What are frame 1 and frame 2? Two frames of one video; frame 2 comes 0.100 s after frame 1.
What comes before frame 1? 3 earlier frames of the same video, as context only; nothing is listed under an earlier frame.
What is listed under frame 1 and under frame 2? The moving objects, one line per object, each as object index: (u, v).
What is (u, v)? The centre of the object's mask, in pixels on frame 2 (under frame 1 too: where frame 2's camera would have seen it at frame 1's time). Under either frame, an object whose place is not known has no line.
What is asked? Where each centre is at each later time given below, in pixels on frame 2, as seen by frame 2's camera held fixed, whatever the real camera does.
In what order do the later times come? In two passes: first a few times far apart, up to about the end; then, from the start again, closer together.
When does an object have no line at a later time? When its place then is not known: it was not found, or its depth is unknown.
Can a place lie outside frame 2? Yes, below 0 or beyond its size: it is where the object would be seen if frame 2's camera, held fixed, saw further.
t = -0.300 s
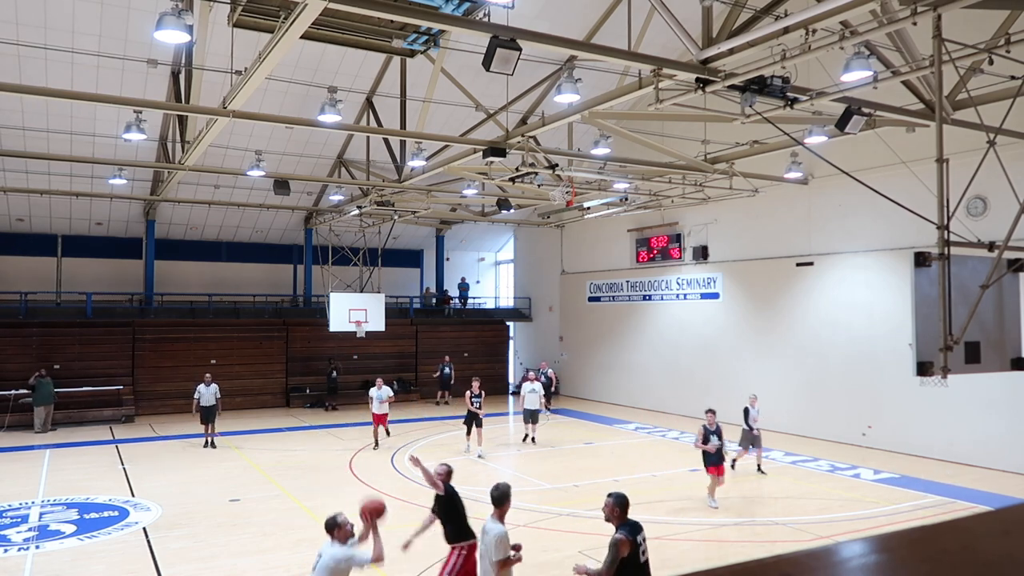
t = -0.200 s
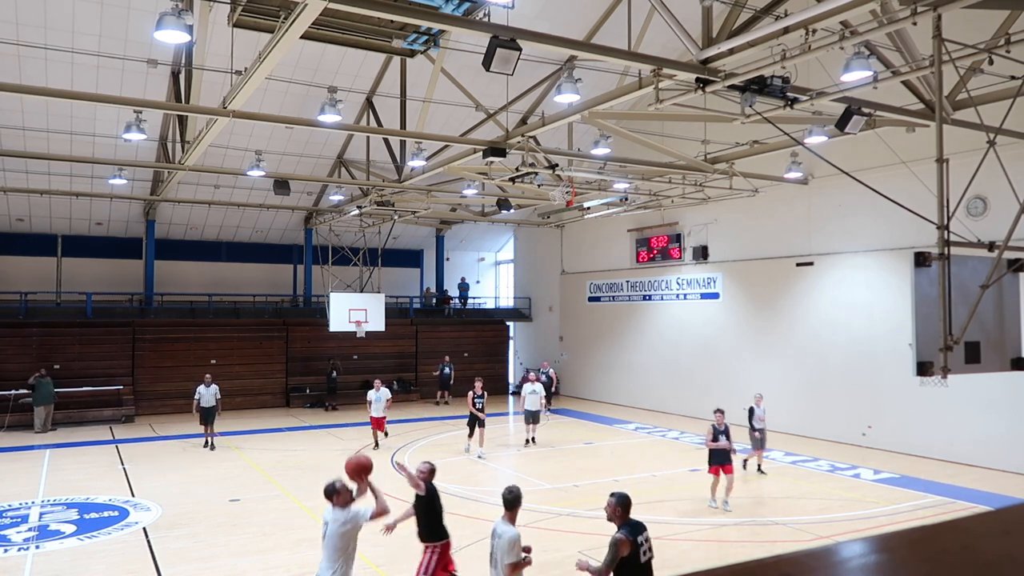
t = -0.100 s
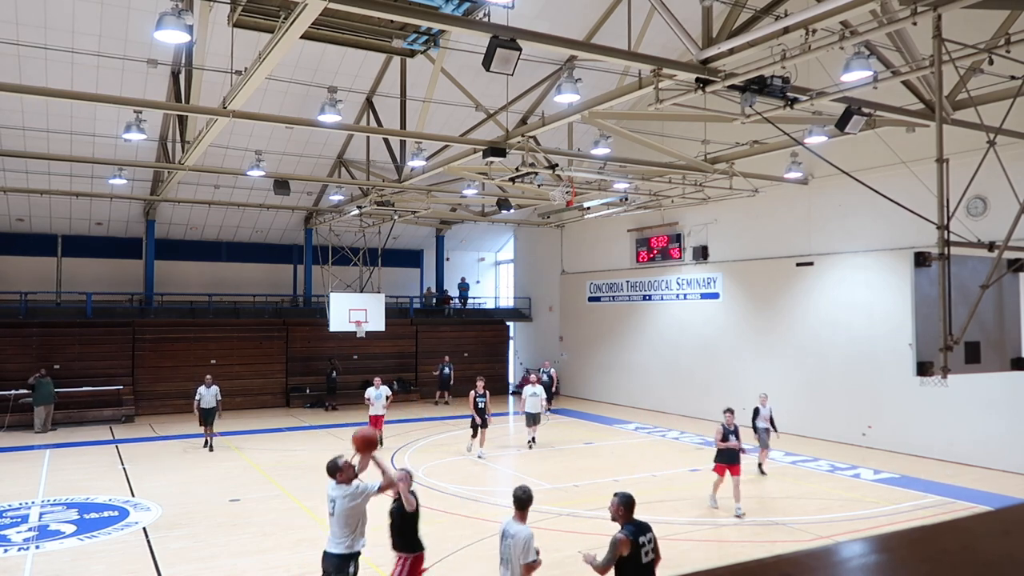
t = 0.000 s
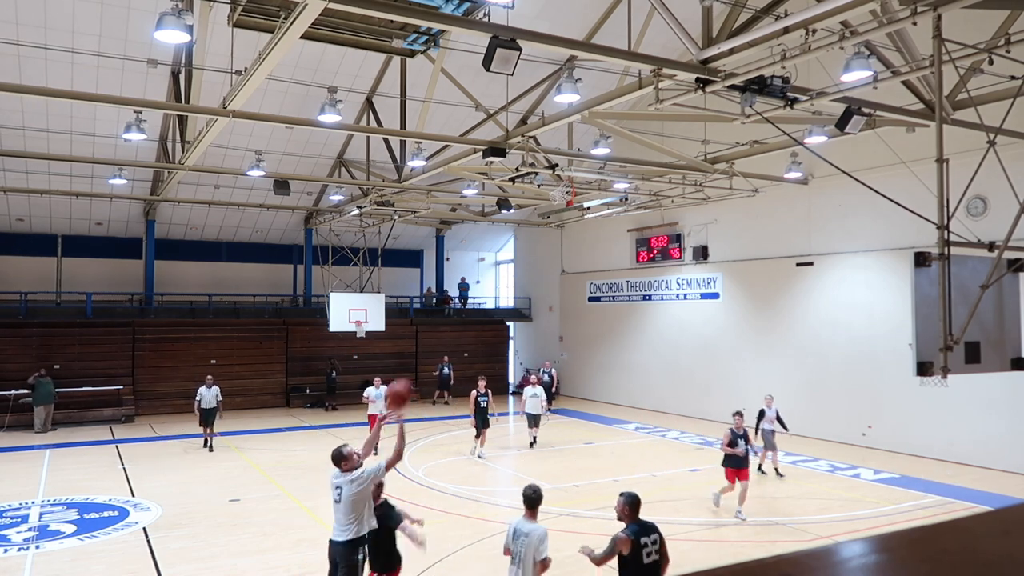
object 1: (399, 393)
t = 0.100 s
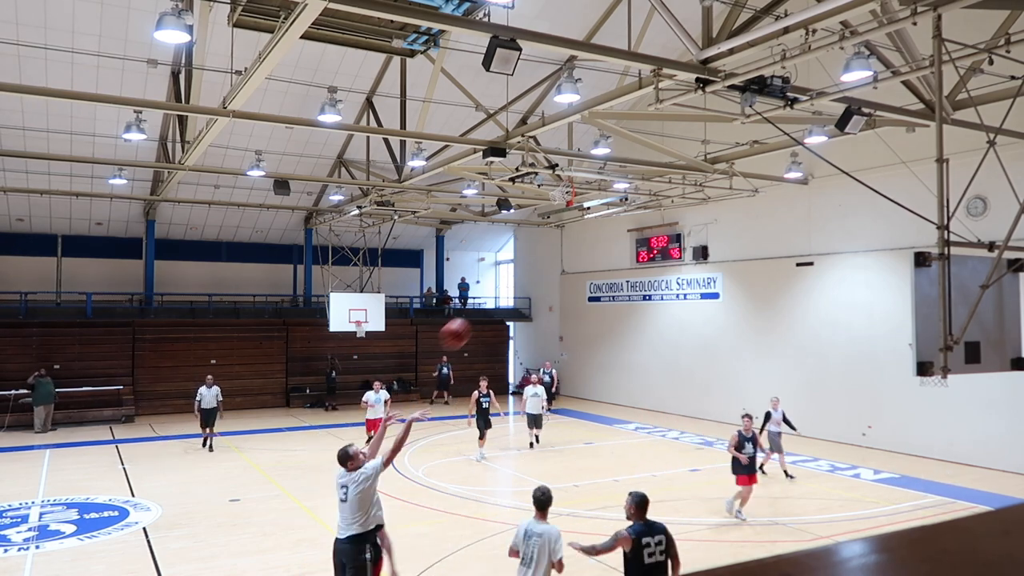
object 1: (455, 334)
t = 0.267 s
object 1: (545, 260)
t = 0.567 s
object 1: (690, 209)
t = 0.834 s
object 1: (805, 237)
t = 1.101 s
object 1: (906, 327)
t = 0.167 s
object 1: (492, 301)
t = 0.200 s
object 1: (511, 284)
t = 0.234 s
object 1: (529, 272)
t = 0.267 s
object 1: (545, 260)
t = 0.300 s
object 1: (562, 249)
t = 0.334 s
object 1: (579, 240)
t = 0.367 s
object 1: (595, 232)
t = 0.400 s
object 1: (612, 226)
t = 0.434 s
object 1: (627, 220)
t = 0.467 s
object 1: (644, 215)
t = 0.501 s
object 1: (659, 212)
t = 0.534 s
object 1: (674, 209)
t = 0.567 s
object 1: (690, 209)
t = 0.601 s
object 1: (704, 209)
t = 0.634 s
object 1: (720, 210)
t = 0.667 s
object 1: (735, 212)
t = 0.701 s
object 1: (749, 215)
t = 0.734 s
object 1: (763, 219)
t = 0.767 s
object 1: (777, 224)
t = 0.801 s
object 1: (791, 230)
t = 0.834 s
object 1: (805, 237)
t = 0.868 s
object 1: (819, 245)
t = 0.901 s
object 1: (832, 254)
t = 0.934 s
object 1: (846, 264)
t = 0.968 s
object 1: (859, 274)
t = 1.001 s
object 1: (872, 286)
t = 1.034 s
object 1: (885, 298)
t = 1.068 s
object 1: (898, 312)
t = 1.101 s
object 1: (906, 327)
